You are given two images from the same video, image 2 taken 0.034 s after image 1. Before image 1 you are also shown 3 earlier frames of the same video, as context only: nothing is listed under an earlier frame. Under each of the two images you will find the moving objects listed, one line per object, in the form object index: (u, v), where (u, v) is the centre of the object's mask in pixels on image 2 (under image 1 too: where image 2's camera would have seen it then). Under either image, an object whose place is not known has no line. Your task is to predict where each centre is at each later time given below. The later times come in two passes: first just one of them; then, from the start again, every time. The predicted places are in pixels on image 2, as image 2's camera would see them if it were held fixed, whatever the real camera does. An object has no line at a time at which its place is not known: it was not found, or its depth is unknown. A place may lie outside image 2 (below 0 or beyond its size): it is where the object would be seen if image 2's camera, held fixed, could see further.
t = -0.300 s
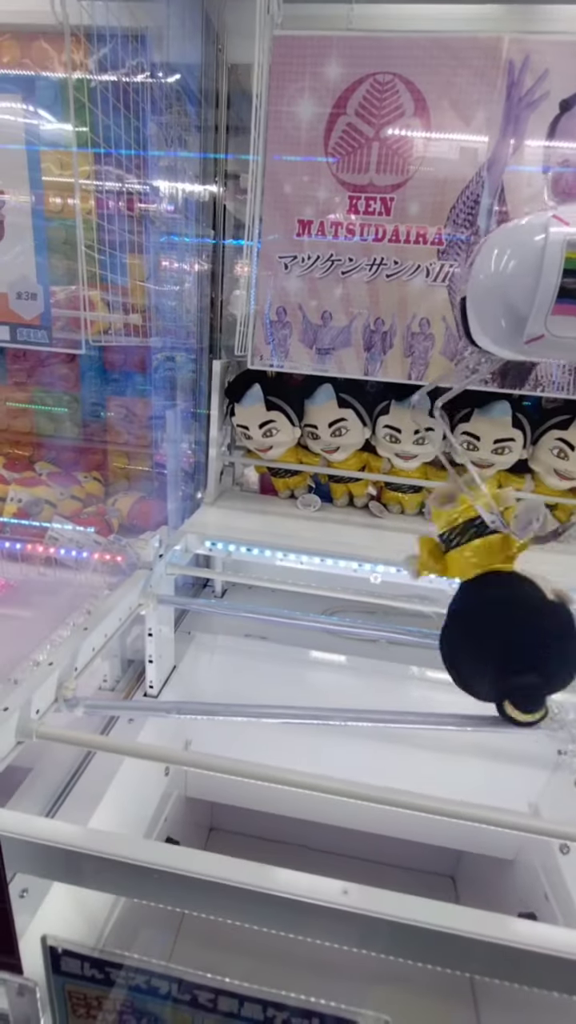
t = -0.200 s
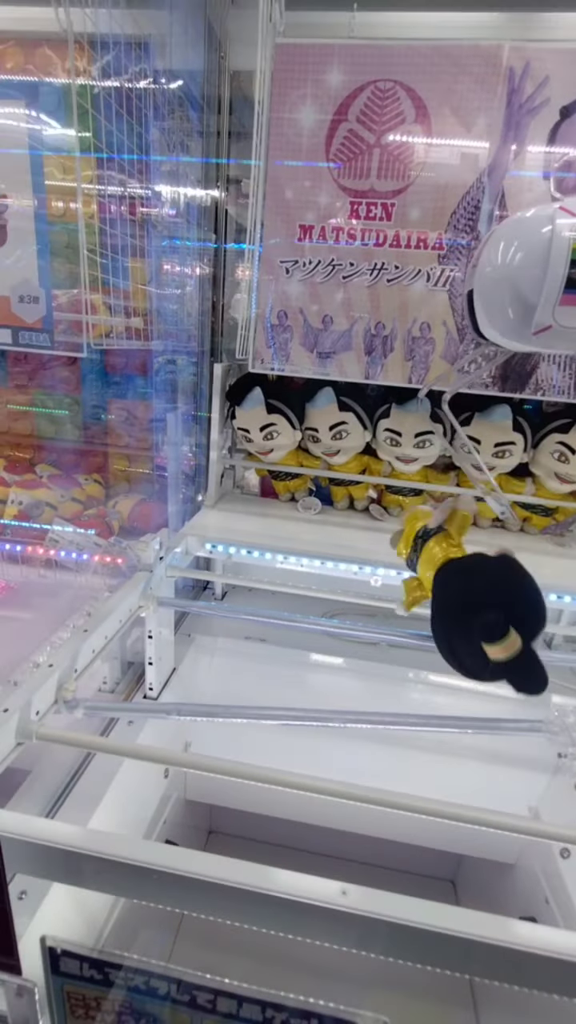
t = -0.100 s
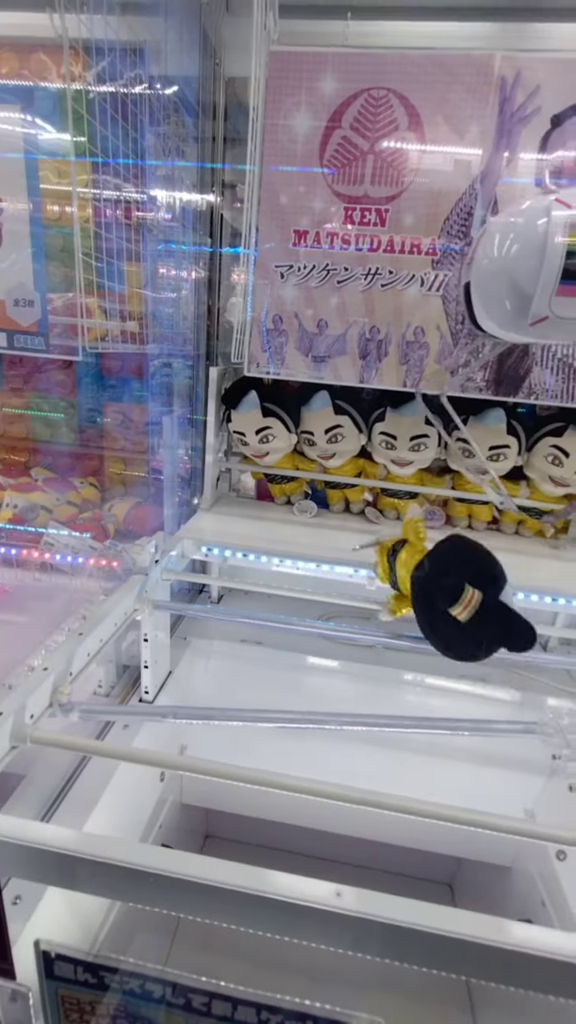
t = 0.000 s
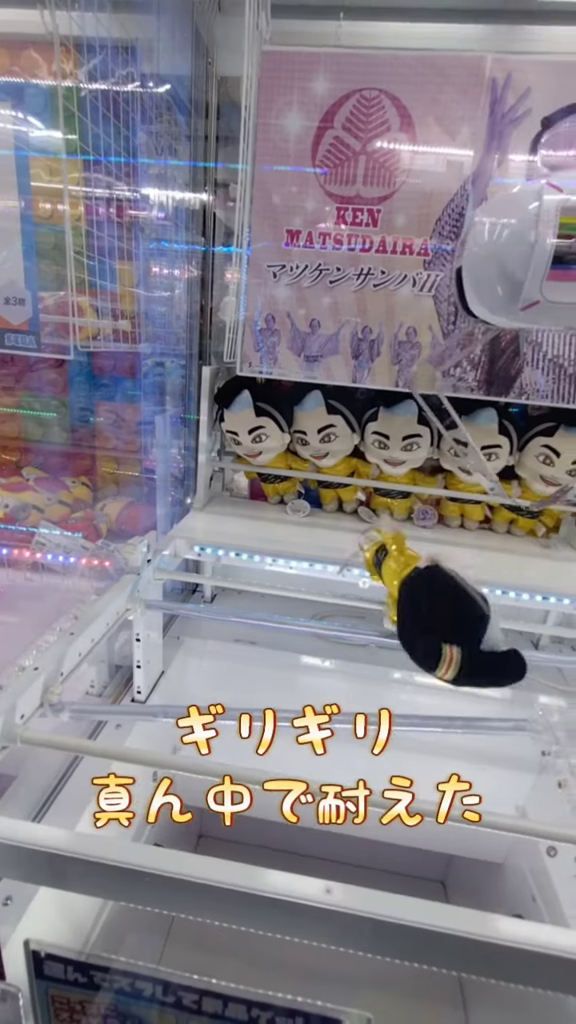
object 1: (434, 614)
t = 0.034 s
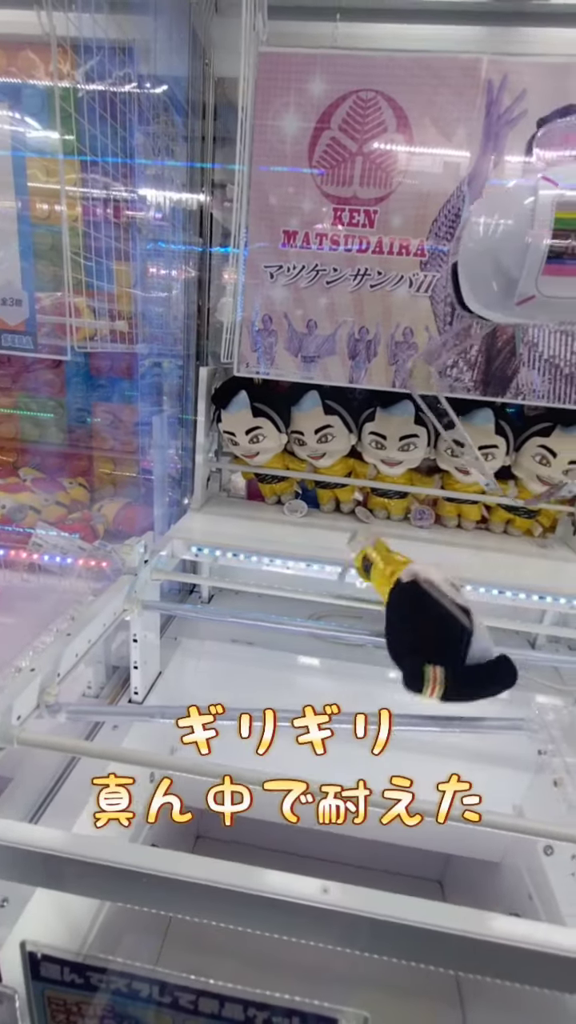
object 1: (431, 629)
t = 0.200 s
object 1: (404, 649)
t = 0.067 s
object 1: (422, 642)
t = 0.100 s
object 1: (417, 648)
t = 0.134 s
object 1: (413, 648)
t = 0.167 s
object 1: (406, 648)
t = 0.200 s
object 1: (404, 649)
